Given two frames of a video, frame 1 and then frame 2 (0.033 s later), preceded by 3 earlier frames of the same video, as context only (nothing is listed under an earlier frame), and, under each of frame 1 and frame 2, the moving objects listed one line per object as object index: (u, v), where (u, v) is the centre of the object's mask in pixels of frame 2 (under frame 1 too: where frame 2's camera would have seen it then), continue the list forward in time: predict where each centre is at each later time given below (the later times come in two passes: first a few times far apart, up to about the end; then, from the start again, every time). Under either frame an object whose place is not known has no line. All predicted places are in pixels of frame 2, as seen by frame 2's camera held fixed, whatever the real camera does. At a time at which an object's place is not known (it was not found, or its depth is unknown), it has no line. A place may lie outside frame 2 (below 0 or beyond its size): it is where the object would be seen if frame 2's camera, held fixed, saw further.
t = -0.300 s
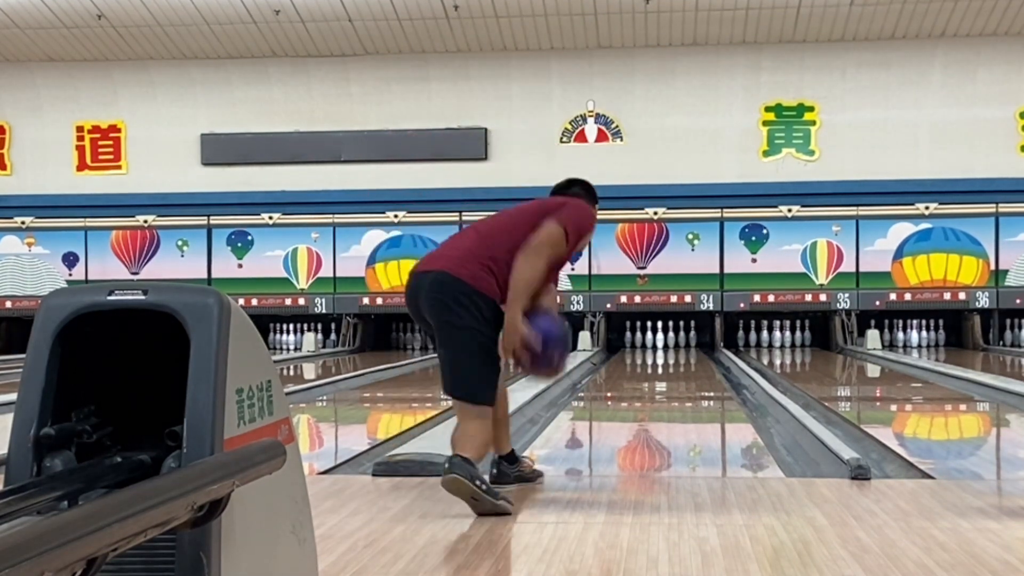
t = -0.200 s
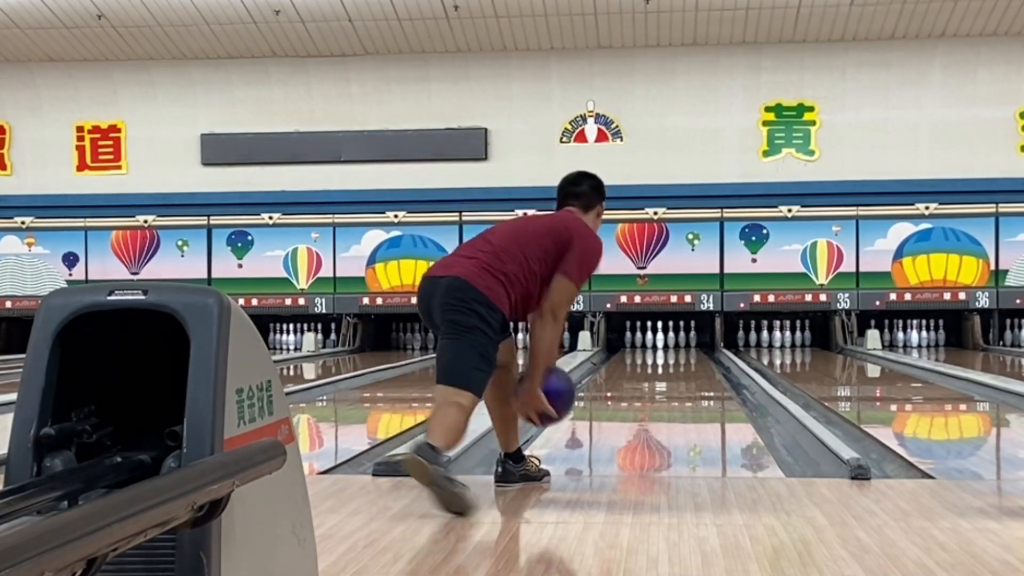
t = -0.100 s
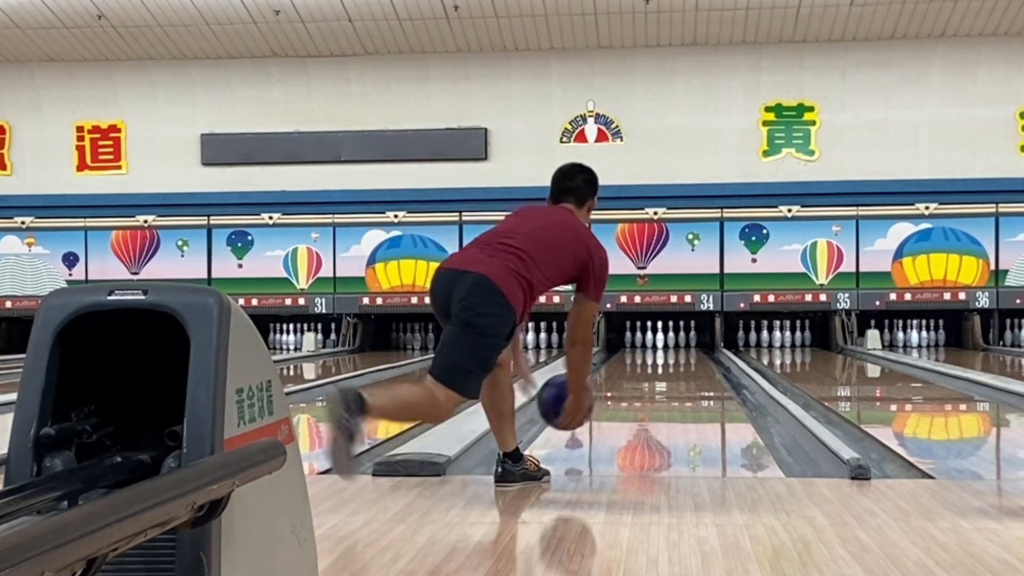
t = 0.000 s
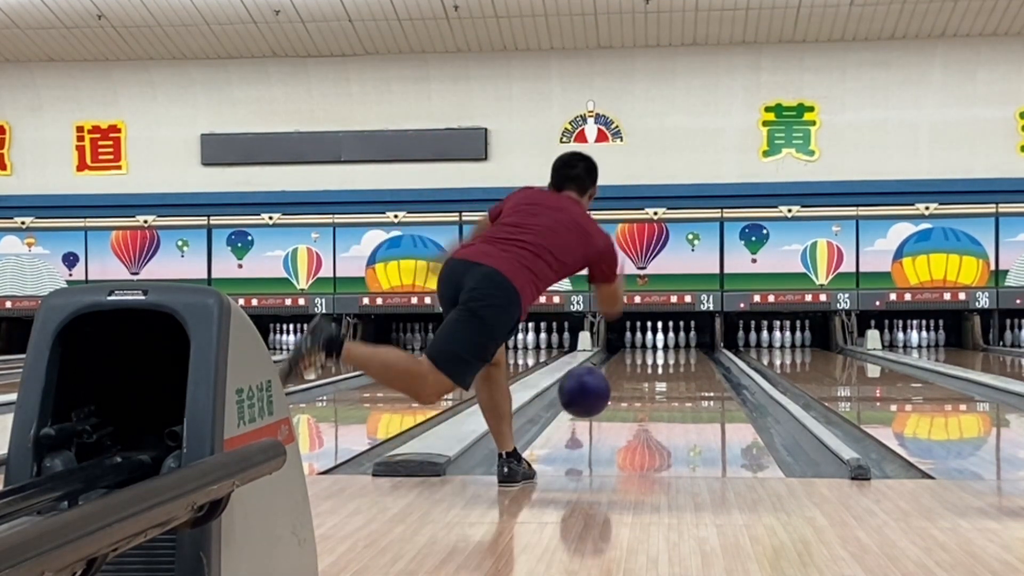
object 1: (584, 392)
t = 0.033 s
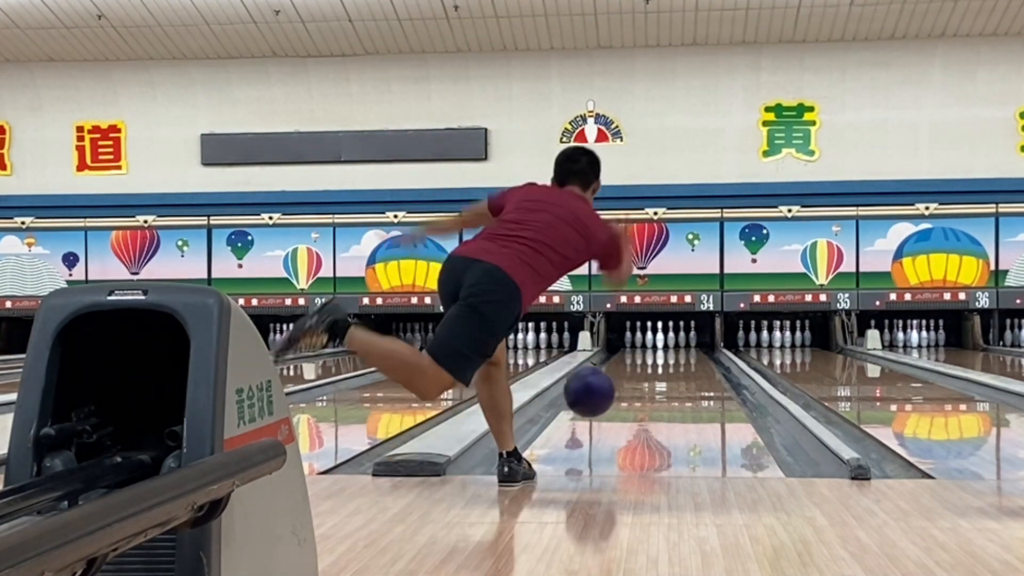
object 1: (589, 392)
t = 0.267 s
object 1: (620, 411)
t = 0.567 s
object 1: (647, 395)
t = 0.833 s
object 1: (663, 383)
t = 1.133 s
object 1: (677, 373)
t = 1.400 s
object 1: (686, 366)
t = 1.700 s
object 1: (692, 359)
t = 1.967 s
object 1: (695, 354)
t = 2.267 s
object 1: (696, 350)
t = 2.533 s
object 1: (694, 347)
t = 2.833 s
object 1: (684, 344)
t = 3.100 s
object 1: (672, 343)
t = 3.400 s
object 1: (665, 341)
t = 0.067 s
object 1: (594, 395)
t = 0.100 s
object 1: (599, 400)
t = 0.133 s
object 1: (604, 408)
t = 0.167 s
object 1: (608, 417)
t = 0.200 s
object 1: (612, 416)
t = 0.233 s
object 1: (616, 413)
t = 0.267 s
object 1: (620, 411)
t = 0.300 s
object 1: (624, 411)
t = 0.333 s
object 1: (627, 409)
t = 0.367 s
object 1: (630, 406)
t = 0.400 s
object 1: (634, 404)
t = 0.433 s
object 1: (636, 402)
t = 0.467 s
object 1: (639, 400)
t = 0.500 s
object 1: (642, 398)
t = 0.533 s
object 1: (645, 396)
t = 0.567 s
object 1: (647, 395)
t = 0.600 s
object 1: (650, 393)
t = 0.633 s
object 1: (652, 392)
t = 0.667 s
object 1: (654, 390)
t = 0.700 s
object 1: (656, 388)
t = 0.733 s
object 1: (658, 387)
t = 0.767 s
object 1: (660, 386)
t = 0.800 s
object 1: (662, 384)
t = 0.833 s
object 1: (663, 383)
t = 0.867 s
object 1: (665, 382)
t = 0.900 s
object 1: (667, 381)
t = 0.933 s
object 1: (669, 380)
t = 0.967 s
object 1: (670, 378)
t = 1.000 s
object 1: (672, 377)
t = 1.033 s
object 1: (673, 376)
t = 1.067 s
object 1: (674, 375)
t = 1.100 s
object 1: (676, 374)
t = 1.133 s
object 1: (677, 373)
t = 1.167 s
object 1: (678, 372)
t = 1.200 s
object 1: (679, 371)
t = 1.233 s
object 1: (680, 370)
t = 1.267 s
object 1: (682, 369)
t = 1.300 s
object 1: (683, 368)
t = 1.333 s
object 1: (684, 368)
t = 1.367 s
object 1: (685, 367)
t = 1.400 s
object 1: (686, 366)
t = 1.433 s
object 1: (686, 365)
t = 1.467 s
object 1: (687, 365)
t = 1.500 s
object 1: (688, 363)
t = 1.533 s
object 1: (689, 363)
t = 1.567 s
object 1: (689, 362)
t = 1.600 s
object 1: (690, 361)
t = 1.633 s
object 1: (691, 361)
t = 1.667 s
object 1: (691, 360)
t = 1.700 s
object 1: (692, 359)
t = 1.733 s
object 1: (692, 358)
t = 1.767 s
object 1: (693, 358)
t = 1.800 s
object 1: (694, 357)
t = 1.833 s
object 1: (694, 356)
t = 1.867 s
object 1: (695, 356)
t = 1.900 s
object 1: (695, 355)
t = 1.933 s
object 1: (695, 355)
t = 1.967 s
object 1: (695, 354)
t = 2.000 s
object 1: (696, 354)
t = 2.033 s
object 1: (696, 353)
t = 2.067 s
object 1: (696, 353)
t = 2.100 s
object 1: (696, 352)
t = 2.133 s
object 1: (696, 352)
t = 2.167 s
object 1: (696, 351)
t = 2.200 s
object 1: (696, 351)
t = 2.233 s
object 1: (696, 350)
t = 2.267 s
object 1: (696, 350)
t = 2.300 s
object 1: (696, 350)
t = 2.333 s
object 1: (696, 349)
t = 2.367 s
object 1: (696, 349)
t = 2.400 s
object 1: (695, 349)
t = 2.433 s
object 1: (695, 348)
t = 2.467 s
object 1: (695, 348)
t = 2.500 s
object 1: (694, 348)
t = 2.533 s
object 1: (694, 347)
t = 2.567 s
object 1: (693, 346)
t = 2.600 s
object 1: (692, 346)
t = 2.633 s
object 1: (691, 346)
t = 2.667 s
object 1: (690, 346)
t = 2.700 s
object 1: (689, 346)
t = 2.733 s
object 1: (688, 345)
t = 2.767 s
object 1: (687, 345)
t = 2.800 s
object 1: (685, 345)
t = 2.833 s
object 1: (684, 344)
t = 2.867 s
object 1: (683, 344)
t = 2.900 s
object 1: (681, 344)
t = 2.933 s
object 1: (680, 344)
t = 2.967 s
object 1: (678, 343)
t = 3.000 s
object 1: (677, 343)
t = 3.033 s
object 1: (675, 343)
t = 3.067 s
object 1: (673, 343)
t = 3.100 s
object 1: (672, 343)
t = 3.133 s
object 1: (671, 342)
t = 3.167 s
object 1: (670, 342)
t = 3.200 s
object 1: (669, 342)
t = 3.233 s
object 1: (667, 342)
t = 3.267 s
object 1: (666, 342)
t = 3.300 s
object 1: (666, 341)
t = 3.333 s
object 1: (666, 341)
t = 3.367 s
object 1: (665, 341)
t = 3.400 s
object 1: (665, 341)
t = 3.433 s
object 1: (665, 341)
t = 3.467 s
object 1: (665, 341)
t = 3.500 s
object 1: (666, 341)
